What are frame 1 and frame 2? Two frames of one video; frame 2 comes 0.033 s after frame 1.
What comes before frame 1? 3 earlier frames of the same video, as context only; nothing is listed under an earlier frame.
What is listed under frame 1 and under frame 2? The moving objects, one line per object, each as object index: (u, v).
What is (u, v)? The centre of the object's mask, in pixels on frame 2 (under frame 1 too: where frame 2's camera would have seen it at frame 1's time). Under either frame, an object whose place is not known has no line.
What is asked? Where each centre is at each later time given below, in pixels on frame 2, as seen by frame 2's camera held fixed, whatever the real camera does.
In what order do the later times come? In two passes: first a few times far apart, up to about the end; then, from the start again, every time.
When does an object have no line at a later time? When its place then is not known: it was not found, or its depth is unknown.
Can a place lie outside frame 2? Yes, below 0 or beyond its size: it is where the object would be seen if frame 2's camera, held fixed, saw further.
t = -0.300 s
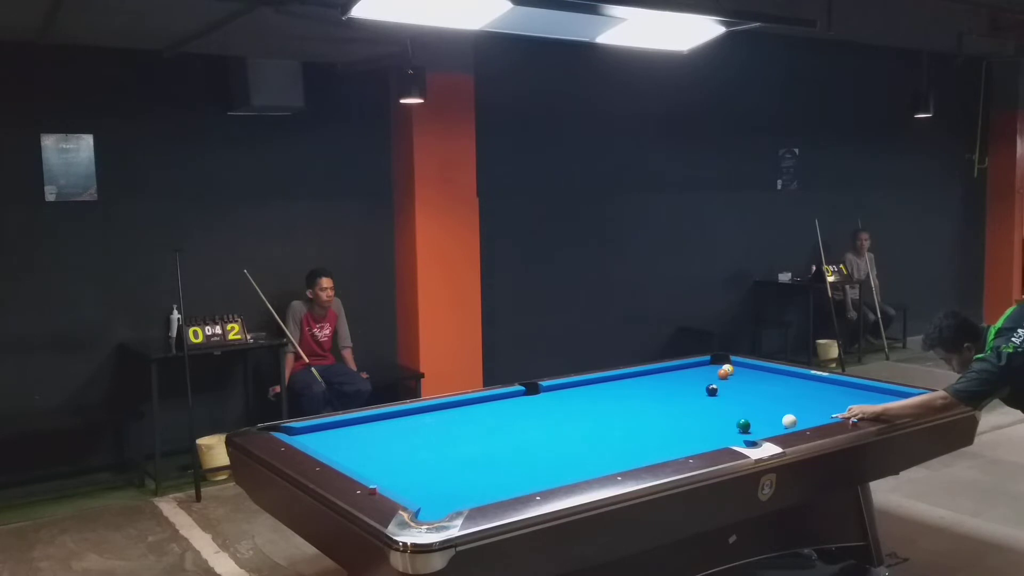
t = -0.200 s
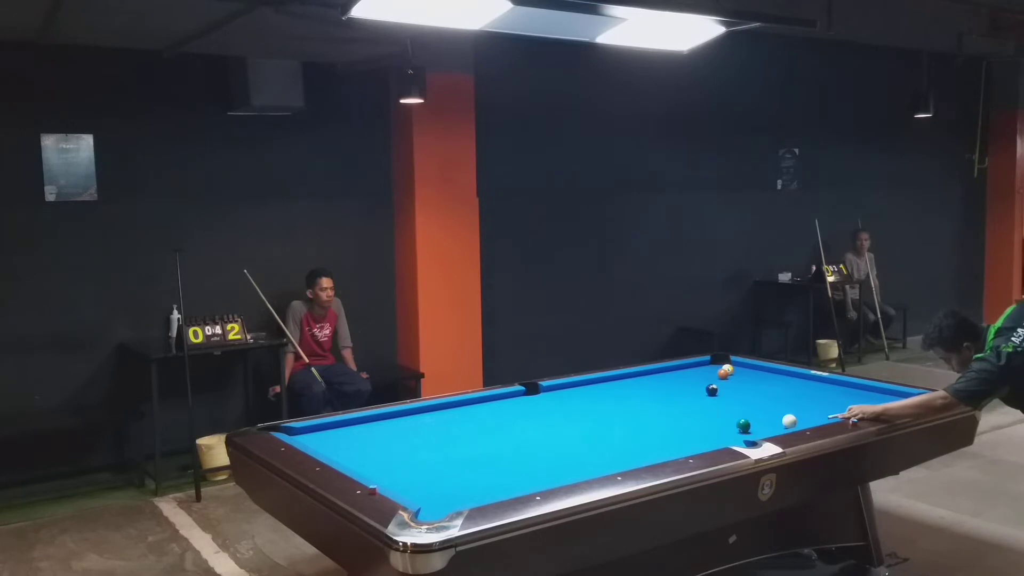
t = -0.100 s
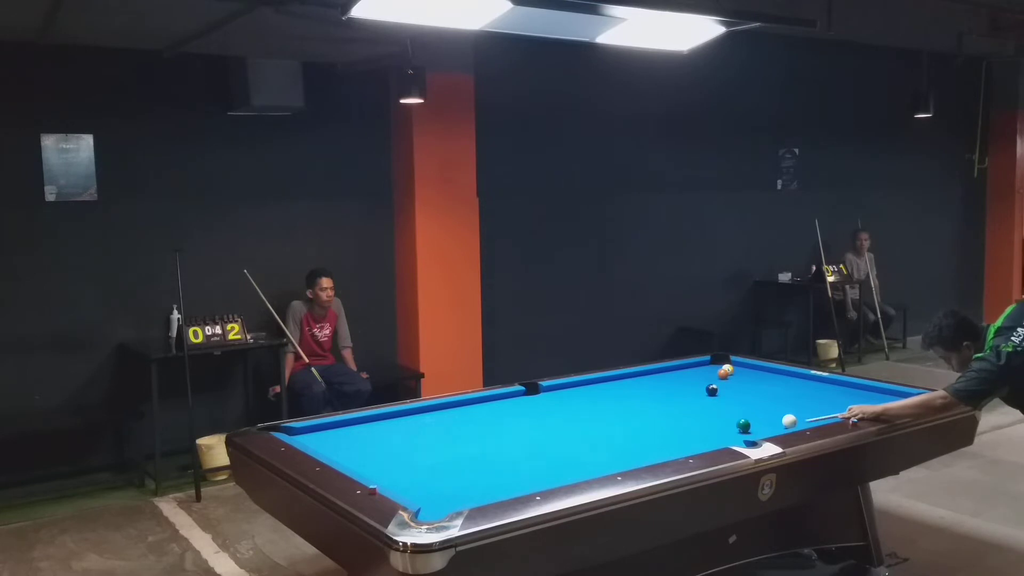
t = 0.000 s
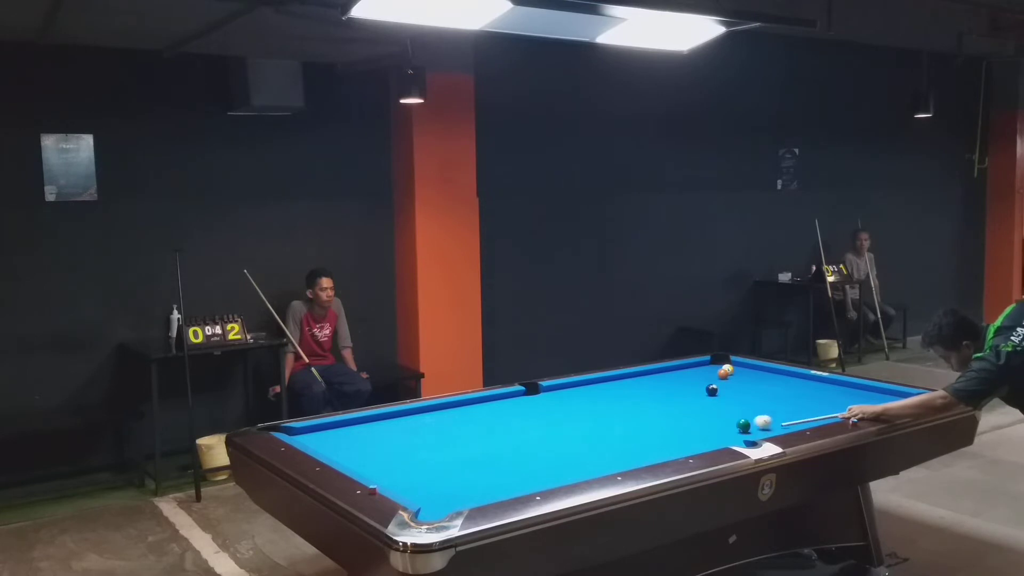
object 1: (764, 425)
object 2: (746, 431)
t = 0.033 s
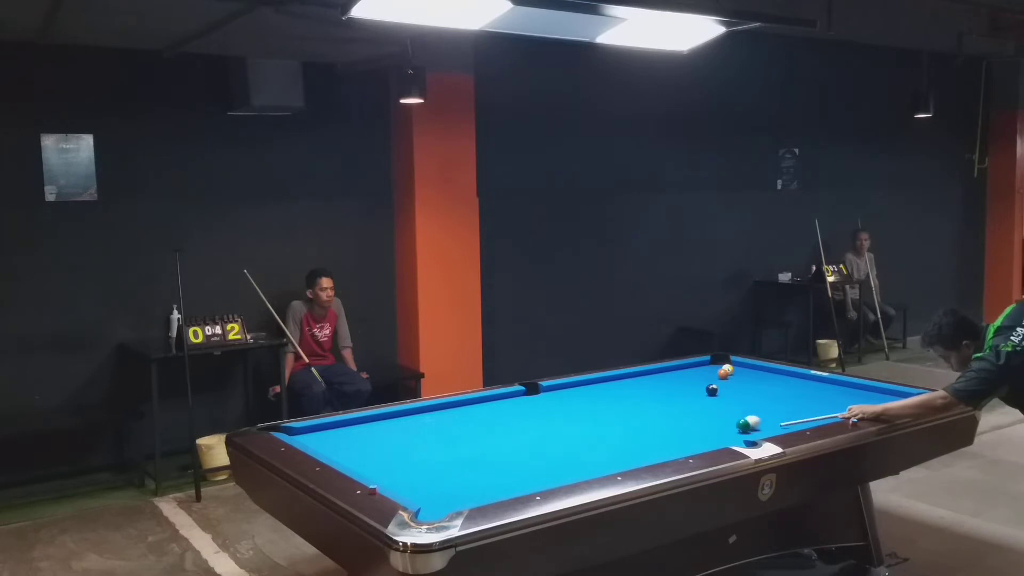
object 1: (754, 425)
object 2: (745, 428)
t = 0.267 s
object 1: (722, 416)
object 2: (709, 437)
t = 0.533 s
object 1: (700, 410)
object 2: (674, 447)
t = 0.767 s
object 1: (681, 405)
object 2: (642, 455)
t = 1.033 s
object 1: (663, 401)
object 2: (604, 466)
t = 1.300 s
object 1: (645, 396)
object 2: (564, 477)
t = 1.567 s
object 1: (630, 393)
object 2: (522, 487)
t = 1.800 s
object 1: (617, 390)
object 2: (483, 495)
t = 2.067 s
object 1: (604, 387)
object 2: (439, 508)
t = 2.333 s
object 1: (592, 384)
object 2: (450, 506)
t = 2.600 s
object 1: (587, 382)
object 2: (451, 502)
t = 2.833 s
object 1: (593, 384)
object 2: (452, 498)
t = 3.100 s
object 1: (598, 385)
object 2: (452, 493)
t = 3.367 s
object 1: (603, 386)
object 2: (452, 489)
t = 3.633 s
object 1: (607, 387)
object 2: (452, 486)
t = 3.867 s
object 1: (610, 387)
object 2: (452, 484)
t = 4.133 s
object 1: (612, 388)
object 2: (451, 481)
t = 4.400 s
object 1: (613, 388)
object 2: (451, 480)
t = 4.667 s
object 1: (614, 388)
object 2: (451, 479)
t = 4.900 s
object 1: (613, 388)
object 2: (451, 478)
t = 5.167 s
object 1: (613, 388)
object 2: (450, 478)
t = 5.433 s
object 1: (613, 388)
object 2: (450, 478)
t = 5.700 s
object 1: (613, 388)
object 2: (451, 478)
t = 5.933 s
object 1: (613, 388)
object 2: (451, 478)
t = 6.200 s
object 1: (613, 388)
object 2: (451, 478)
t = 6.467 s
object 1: (613, 388)
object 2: (451, 478)
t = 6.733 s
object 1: (613, 388)
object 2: (451, 478)
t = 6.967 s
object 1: (613, 388)
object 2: (451, 478)
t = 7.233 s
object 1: (613, 388)
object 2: (451, 478)
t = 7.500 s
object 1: (613, 388)
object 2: (451, 478)
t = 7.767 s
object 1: (613, 388)
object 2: (451, 478)
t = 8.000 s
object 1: (613, 388)
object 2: (451, 478)
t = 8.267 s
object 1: (613, 388)
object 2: (451, 478)
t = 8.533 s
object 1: (613, 388)
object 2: (451, 478)
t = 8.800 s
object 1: (613, 388)
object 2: (451, 478)
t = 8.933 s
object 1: (613, 388)
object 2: (451, 478)
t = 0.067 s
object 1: (742, 420)
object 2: (733, 429)
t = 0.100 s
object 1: (738, 419)
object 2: (729, 430)
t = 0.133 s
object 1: (735, 419)
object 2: (725, 432)
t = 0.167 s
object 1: (731, 418)
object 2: (721, 433)
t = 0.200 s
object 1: (728, 417)
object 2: (717, 434)
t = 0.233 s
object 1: (725, 416)
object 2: (713, 435)
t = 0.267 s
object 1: (722, 416)
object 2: (709, 437)
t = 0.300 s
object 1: (719, 415)
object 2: (704, 437)
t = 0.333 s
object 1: (717, 414)
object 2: (700, 439)
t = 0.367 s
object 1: (714, 413)
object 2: (696, 440)
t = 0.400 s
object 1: (711, 413)
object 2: (691, 441)
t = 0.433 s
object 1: (708, 412)
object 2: (687, 443)
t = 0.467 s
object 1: (705, 411)
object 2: (683, 444)
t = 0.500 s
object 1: (702, 411)
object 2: (678, 446)
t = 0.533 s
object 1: (700, 410)
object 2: (674, 447)
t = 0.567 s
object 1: (697, 409)
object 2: (669, 448)
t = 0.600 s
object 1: (694, 409)
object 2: (665, 450)
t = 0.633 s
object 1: (692, 408)
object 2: (660, 450)
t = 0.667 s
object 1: (689, 407)
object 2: (655, 452)
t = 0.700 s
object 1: (686, 407)
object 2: (651, 453)
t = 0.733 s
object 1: (684, 406)
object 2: (647, 454)
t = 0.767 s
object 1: (681, 405)
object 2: (642, 455)
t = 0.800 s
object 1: (679, 405)
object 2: (638, 457)
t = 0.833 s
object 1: (676, 404)
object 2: (633, 458)
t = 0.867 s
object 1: (674, 404)
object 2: (628, 459)
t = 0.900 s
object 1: (672, 403)
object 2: (623, 461)
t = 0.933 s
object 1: (670, 403)
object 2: (619, 462)
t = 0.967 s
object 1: (667, 402)
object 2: (614, 463)
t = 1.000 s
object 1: (665, 401)
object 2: (609, 464)
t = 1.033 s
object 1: (663, 401)
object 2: (604, 466)
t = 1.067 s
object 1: (660, 400)
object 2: (599, 467)
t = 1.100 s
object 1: (658, 400)
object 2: (594, 469)
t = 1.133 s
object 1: (656, 399)
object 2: (589, 470)
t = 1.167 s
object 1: (654, 398)
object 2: (584, 471)
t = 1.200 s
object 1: (652, 398)
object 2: (579, 473)
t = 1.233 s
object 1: (650, 397)
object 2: (574, 474)
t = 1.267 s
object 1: (647, 397)
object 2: (569, 475)
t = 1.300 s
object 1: (645, 396)
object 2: (564, 477)
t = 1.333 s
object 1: (643, 396)
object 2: (559, 478)
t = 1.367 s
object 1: (641, 395)
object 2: (554, 479)
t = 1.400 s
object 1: (639, 395)
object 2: (548, 481)
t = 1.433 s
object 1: (637, 395)
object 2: (544, 482)
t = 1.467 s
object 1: (636, 394)
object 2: (538, 483)
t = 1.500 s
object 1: (634, 394)
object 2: (532, 485)
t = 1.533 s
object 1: (632, 393)
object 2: (527, 486)
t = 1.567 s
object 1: (630, 393)
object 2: (522, 487)
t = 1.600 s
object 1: (628, 392)
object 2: (516, 488)
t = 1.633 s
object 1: (626, 392)
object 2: (511, 489)
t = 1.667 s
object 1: (624, 391)
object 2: (505, 490)
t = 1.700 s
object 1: (623, 391)
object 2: (500, 492)
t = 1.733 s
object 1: (621, 391)
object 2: (494, 493)
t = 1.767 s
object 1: (619, 390)
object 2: (489, 494)
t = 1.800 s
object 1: (617, 390)
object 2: (483, 495)
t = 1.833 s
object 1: (616, 389)
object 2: (478, 497)
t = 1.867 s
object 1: (614, 389)
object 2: (473, 498)
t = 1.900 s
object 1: (612, 388)
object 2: (467, 499)
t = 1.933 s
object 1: (611, 388)
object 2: (462, 500)
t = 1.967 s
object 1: (609, 388)
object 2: (456, 502)
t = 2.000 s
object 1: (607, 387)
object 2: (451, 504)
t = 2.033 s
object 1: (606, 387)
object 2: (445, 506)
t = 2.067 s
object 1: (604, 387)
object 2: (439, 508)
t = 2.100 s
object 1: (603, 386)
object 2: (434, 509)
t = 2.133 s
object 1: (601, 386)
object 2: (430, 509)
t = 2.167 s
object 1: (600, 386)
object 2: (434, 509)
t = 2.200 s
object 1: (598, 385)
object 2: (438, 509)
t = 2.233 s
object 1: (597, 385)
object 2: (442, 508)
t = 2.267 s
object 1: (595, 384)
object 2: (445, 507)
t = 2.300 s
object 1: (594, 384)
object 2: (448, 507)
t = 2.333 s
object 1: (592, 384)
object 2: (450, 506)
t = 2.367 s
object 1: (591, 383)
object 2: (450, 505)
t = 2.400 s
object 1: (590, 383)
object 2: (450, 505)
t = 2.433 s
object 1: (588, 383)
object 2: (450, 504)
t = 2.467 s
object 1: (587, 382)
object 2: (451, 504)
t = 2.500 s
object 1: (586, 382)
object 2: (451, 503)
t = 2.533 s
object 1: (585, 382)
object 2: (451, 503)
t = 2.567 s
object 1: (586, 382)
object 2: (451, 502)
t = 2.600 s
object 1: (587, 382)
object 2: (451, 502)
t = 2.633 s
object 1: (588, 383)
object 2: (451, 502)
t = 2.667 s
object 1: (589, 383)
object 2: (451, 501)
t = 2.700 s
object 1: (589, 383)
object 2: (452, 500)
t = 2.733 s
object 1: (590, 383)
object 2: (452, 500)
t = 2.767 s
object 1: (591, 383)
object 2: (452, 499)
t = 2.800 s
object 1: (592, 383)
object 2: (452, 499)
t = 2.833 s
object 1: (593, 384)
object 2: (452, 498)
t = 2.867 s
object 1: (593, 384)
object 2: (452, 498)
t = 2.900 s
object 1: (594, 384)
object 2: (452, 497)
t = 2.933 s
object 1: (595, 384)
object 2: (452, 497)
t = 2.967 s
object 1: (596, 384)
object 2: (452, 496)
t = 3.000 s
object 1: (596, 384)
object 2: (452, 495)
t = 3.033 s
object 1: (597, 384)
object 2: (452, 495)
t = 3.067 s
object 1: (598, 385)
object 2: (452, 494)
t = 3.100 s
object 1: (598, 385)
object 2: (452, 493)
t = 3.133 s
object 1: (599, 385)
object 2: (452, 493)
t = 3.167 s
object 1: (600, 385)
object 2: (452, 492)
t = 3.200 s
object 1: (600, 385)
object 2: (452, 492)
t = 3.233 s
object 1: (601, 385)
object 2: (452, 491)
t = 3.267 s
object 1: (601, 385)
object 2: (452, 491)
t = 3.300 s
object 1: (602, 385)
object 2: (452, 490)
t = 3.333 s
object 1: (603, 386)
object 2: (452, 490)
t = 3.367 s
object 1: (603, 386)
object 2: (452, 489)
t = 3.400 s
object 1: (604, 386)
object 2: (452, 488)
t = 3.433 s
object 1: (604, 386)
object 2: (452, 488)
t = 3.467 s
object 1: (605, 386)
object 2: (452, 488)
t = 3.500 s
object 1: (605, 386)
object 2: (452, 487)
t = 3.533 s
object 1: (606, 386)
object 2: (452, 487)
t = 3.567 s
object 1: (606, 387)
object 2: (452, 487)
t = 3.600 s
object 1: (607, 387)
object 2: (452, 486)
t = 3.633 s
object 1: (607, 387)
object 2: (452, 486)
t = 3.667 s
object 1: (608, 387)
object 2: (452, 486)
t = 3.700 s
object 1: (608, 387)
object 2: (452, 485)
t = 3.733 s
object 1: (608, 387)
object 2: (452, 485)
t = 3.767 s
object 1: (609, 387)
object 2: (452, 485)
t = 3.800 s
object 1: (609, 387)
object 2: (452, 484)
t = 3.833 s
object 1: (609, 387)
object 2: (452, 484)
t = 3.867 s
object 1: (610, 387)
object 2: (452, 484)
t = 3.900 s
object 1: (610, 387)
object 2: (452, 483)
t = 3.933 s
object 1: (610, 387)
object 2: (452, 483)
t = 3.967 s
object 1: (611, 388)
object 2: (452, 483)
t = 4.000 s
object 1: (611, 388)
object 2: (452, 482)
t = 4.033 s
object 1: (611, 388)
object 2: (452, 482)
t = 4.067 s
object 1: (611, 388)
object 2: (451, 482)
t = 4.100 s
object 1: (612, 388)
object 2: (452, 482)
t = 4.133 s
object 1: (612, 388)
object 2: (451, 481)
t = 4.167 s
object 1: (612, 388)
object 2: (451, 481)
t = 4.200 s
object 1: (612, 388)
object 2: (451, 481)
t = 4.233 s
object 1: (612, 388)
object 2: (451, 480)
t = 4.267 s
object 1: (613, 388)
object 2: (451, 480)
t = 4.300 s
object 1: (613, 388)
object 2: (451, 480)
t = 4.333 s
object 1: (613, 388)
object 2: (451, 480)
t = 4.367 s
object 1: (613, 388)
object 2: (451, 480)
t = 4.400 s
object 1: (613, 388)
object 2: (451, 480)
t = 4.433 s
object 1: (613, 388)
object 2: (451, 479)
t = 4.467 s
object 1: (613, 388)
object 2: (451, 479)
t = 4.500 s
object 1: (613, 388)
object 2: (451, 479)
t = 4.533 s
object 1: (613, 388)
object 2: (451, 479)
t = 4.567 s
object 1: (613, 388)
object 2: (451, 479)
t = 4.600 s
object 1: (613, 388)
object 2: (451, 479)
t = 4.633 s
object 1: (614, 388)
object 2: (451, 479)
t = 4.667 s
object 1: (614, 388)
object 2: (451, 479)
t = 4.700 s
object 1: (613, 388)
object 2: (451, 479)
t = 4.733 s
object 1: (614, 388)
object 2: (451, 478)
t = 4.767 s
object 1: (614, 388)
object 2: (451, 478)
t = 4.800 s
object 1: (614, 388)
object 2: (451, 478)
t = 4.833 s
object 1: (614, 388)
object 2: (451, 478)
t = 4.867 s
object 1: (614, 388)
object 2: (451, 478)
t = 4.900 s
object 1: (613, 388)
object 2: (451, 478)
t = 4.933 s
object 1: (613, 388)
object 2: (450, 478)
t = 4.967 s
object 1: (613, 388)
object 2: (451, 478)
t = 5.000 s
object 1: (613, 388)
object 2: (450, 478)
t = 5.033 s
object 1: (613, 388)
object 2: (451, 478)
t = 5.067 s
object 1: (613, 388)
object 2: (450, 478)
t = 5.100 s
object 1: (613, 388)
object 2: (450, 478)
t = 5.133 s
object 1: (613, 388)
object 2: (450, 478)
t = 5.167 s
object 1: (613, 388)
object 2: (450, 478)
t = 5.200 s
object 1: (613, 388)
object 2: (451, 478)
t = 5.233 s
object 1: (613, 388)
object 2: (450, 478)
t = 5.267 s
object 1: (613, 388)
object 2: (450, 478)
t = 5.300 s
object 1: (613, 388)
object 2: (450, 478)
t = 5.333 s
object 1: (613, 388)
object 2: (450, 478)
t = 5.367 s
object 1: (613, 388)
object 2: (450, 478)
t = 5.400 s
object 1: (613, 388)
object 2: (451, 478)
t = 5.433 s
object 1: (613, 388)
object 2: (450, 478)
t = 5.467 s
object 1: (613, 388)
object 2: (450, 478)
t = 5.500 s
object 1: (613, 388)
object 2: (450, 478)
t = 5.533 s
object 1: (613, 388)
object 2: (451, 478)
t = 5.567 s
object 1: (613, 388)
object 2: (450, 478)
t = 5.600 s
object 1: (613, 388)
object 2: (451, 478)
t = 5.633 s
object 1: (613, 388)
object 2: (451, 478)
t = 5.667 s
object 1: (613, 388)
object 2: (451, 478)
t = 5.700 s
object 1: (613, 388)
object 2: (451, 478)
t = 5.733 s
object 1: (613, 388)
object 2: (451, 478)
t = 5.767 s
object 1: (613, 388)
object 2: (451, 478)
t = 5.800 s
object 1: (613, 388)
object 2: (451, 478)
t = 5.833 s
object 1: (613, 388)
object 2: (451, 478)
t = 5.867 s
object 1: (613, 388)
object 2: (451, 478)
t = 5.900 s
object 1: (613, 388)
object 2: (451, 478)
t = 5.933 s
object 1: (613, 388)
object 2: (451, 478)
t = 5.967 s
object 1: (613, 388)
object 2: (451, 478)
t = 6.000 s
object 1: (613, 388)
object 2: (451, 478)
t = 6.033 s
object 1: (613, 388)
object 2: (451, 478)
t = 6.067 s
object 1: (613, 388)
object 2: (451, 478)
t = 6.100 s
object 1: (613, 388)
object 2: (451, 478)
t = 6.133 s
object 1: (613, 388)
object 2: (451, 478)
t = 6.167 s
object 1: (613, 388)
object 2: (451, 478)
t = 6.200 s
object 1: (613, 388)
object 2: (451, 478)
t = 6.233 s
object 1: (613, 388)
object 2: (451, 478)
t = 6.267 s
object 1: (613, 388)
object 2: (451, 478)
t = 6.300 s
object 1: (613, 388)
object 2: (451, 478)
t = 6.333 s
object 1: (613, 388)
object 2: (451, 478)
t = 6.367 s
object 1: (613, 388)
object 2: (451, 478)
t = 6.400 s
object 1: (613, 388)
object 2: (451, 478)
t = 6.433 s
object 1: (613, 388)
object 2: (451, 478)
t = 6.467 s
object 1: (613, 388)
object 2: (451, 478)
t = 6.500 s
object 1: (613, 388)
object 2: (451, 478)
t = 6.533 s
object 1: (613, 388)
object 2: (451, 478)
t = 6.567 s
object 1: (613, 388)
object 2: (451, 478)
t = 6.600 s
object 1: (613, 388)
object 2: (451, 478)
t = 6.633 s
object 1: (613, 388)
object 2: (451, 478)
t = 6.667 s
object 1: (613, 388)
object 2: (451, 478)
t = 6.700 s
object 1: (613, 388)
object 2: (451, 478)
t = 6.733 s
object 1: (613, 388)
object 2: (451, 478)
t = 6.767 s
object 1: (613, 388)
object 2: (451, 478)
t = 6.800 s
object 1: (613, 388)
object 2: (451, 478)
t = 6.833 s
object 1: (613, 388)
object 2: (451, 478)
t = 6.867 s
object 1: (613, 388)
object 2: (451, 478)
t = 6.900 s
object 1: (613, 388)
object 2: (451, 478)
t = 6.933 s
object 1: (613, 388)
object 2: (451, 478)
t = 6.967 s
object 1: (613, 388)
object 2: (451, 478)
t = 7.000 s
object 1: (613, 388)
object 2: (451, 478)
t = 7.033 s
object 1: (613, 388)
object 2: (450, 478)
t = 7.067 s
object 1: (613, 388)
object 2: (451, 478)
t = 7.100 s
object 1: (613, 388)
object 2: (451, 478)
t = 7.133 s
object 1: (613, 388)
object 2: (451, 478)
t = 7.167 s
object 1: (613, 388)
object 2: (451, 478)
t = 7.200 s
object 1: (613, 388)
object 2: (451, 478)
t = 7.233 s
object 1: (613, 388)
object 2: (451, 478)
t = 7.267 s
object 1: (613, 388)
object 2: (451, 478)
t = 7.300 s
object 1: (613, 388)
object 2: (451, 478)
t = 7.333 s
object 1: (613, 388)
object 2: (451, 478)
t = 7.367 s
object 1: (613, 388)
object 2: (451, 478)
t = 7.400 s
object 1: (613, 388)
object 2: (451, 478)
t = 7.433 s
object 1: (613, 388)
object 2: (451, 478)
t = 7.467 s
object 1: (613, 388)
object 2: (451, 478)
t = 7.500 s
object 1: (613, 388)
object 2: (451, 478)
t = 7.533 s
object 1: (613, 388)
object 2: (451, 478)
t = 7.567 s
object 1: (613, 388)
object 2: (451, 478)
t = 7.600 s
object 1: (613, 388)
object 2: (451, 478)
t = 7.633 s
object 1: (613, 388)
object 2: (451, 478)
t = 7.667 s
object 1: (613, 388)
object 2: (451, 478)
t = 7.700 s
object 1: (613, 388)
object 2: (451, 478)
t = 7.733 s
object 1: (613, 388)
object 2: (451, 478)
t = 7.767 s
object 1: (613, 388)
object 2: (451, 478)
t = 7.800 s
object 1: (613, 388)
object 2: (451, 478)
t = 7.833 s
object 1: (613, 388)
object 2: (451, 478)
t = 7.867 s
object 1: (613, 388)
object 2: (451, 478)
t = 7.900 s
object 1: (613, 388)
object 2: (451, 478)
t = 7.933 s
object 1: (613, 388)
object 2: (451, 478)
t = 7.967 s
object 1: (613, 388)
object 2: (451, 478)
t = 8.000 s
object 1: (613, 388)
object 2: (451, 478)
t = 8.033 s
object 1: (613, 388)
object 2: (451, 478)
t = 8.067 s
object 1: (613, 388)
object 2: (451, 478)
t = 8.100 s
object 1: (613, 388)
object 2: (451, 478)
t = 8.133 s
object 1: (613, 388)
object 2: (451, 478)
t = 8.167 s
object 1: (613, 388)
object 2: (451, 478)
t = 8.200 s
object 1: (613, 388)
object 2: (451, 478)
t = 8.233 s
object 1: (613, 388)
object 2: (451, 478)
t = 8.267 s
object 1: (613, 388)
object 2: (451, 478)
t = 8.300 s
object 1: (613, 388)
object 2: (451, 478)
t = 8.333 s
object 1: (613, 388)
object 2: (451, 478)
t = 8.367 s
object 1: (613, 388)
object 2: (451, 478)
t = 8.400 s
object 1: (613, 388)
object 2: (451, 478)
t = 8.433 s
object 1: (613, 388)
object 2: (451, 478)
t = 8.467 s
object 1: (613, 388)
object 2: (451, 478)
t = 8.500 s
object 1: (613, 388)
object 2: (451, 478)
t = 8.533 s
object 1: (613, 388)
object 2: (451, 478)
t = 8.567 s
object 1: (613, 388)
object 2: (451, 478)
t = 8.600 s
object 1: (613, 388)
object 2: (451, 478)
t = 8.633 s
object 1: (613, 388)
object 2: (451, 478)
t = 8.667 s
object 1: (613, 388)
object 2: (451, 478)
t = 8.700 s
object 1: (613, 388)
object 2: (451, 478)
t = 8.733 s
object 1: (613, 388)
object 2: (451, 478)
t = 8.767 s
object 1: (613, 388)
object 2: (451, 478)
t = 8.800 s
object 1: (613, 388)
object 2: (451, 478)
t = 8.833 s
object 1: (613, 388)
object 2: (451, 478)
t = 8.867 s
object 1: (613, 388)
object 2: (451, 478)
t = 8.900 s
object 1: (613, 388)
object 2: (451, 478)
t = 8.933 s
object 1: (613, 388)
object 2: (451, 478)
